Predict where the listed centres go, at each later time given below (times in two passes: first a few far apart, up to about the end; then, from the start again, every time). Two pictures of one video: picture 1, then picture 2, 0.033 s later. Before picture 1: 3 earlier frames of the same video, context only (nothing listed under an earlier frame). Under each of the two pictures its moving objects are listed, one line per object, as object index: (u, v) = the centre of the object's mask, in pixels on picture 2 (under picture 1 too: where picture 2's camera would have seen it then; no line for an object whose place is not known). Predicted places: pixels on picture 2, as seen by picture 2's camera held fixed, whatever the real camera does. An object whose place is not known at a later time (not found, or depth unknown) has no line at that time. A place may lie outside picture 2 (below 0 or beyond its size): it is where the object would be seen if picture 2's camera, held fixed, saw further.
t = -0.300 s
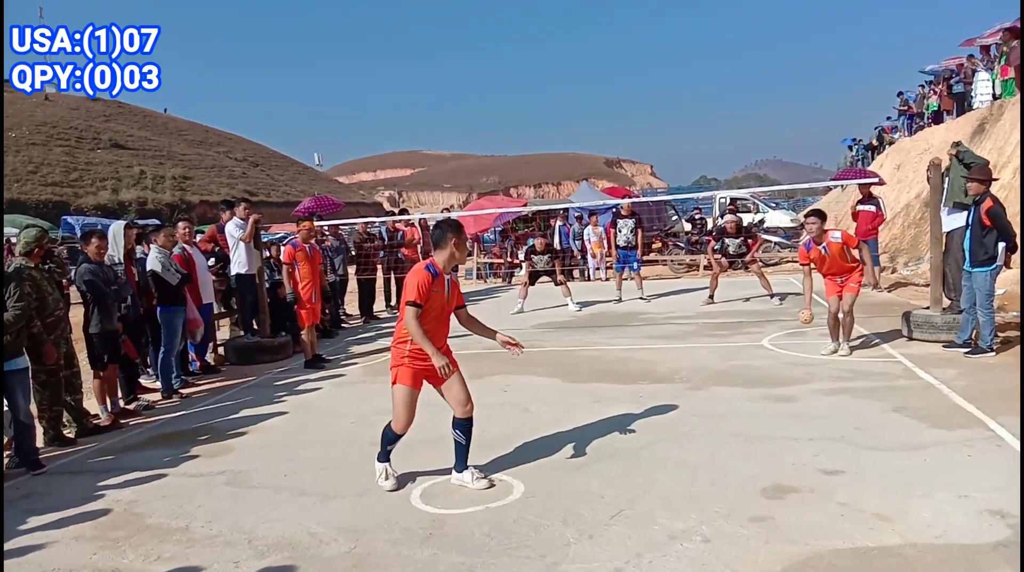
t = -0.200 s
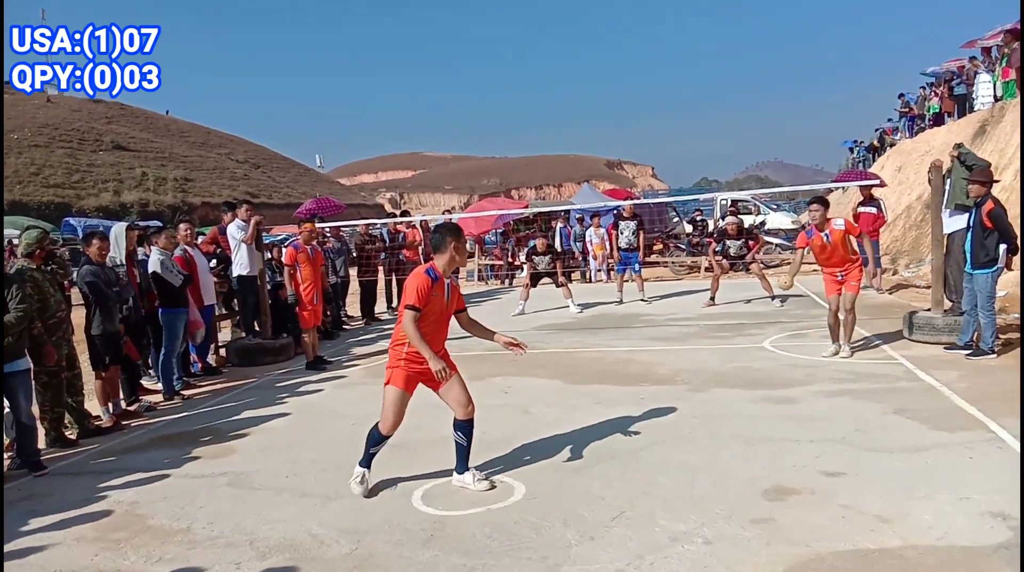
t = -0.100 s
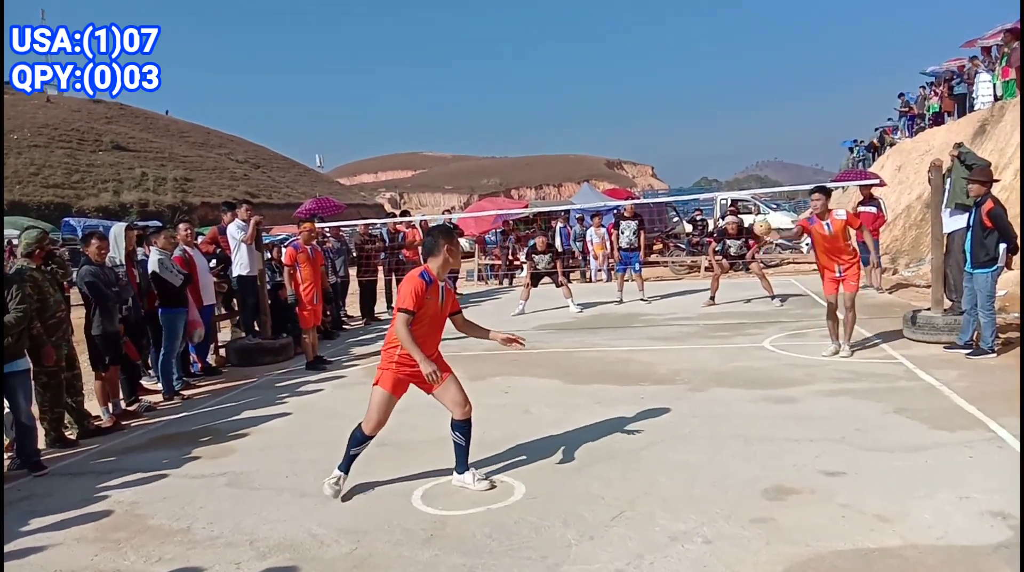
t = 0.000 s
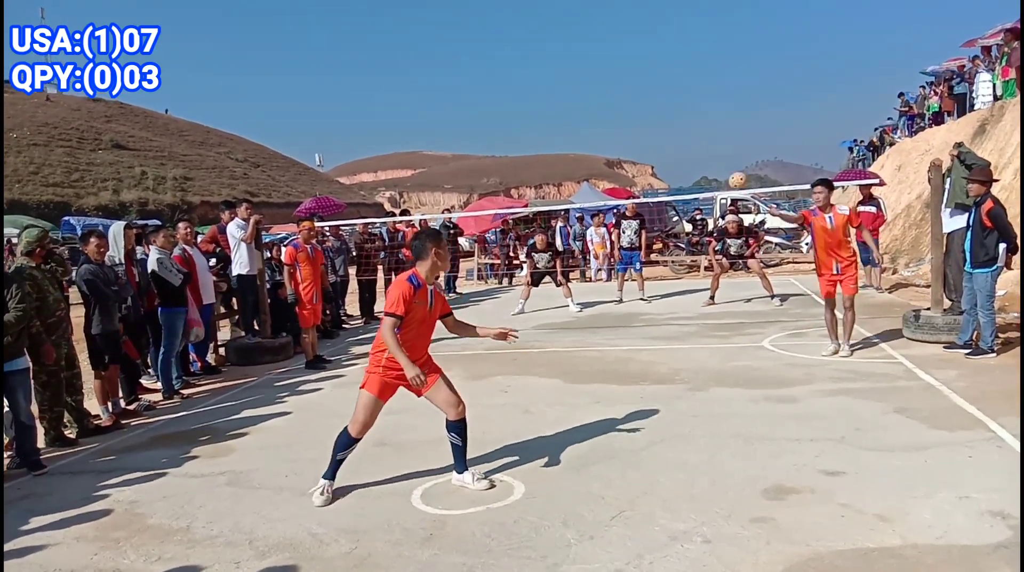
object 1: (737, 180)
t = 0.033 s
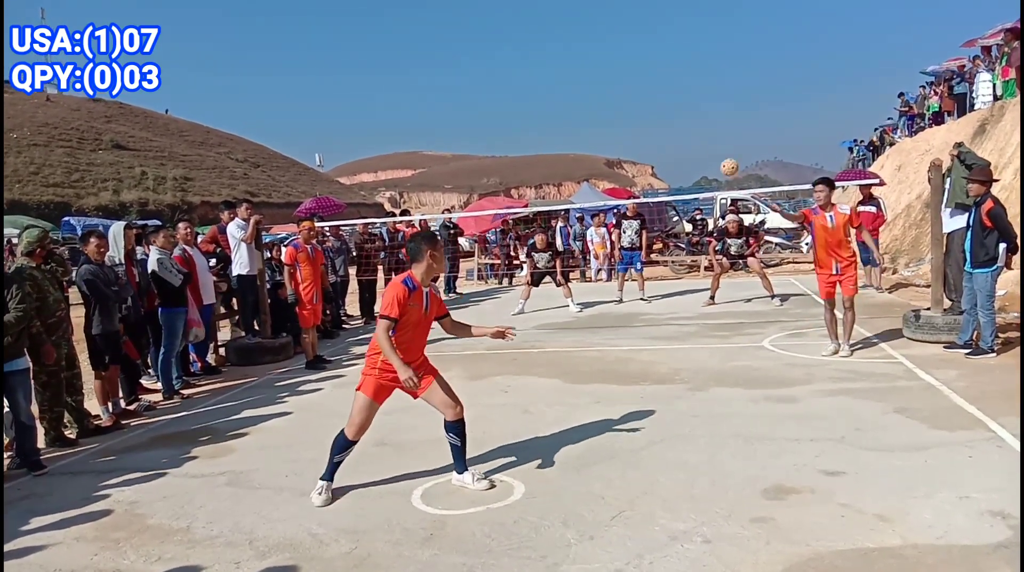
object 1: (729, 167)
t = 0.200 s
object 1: (684, 118)
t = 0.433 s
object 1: (613, 114)
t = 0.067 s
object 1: (721, 155)
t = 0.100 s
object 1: (712, 144)
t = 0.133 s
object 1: (703, 134)
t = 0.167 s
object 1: (694, 125)
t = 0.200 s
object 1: (684, 118)
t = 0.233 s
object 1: (675, 112)
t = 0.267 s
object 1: (665, 108)
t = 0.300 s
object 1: (655, 106)
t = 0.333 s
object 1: (645, 105)
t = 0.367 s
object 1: (634, 106)
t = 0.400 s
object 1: (623, 109)
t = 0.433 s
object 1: (613, 114)
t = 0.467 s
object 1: (602, 120)
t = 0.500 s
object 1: (591, 129)
